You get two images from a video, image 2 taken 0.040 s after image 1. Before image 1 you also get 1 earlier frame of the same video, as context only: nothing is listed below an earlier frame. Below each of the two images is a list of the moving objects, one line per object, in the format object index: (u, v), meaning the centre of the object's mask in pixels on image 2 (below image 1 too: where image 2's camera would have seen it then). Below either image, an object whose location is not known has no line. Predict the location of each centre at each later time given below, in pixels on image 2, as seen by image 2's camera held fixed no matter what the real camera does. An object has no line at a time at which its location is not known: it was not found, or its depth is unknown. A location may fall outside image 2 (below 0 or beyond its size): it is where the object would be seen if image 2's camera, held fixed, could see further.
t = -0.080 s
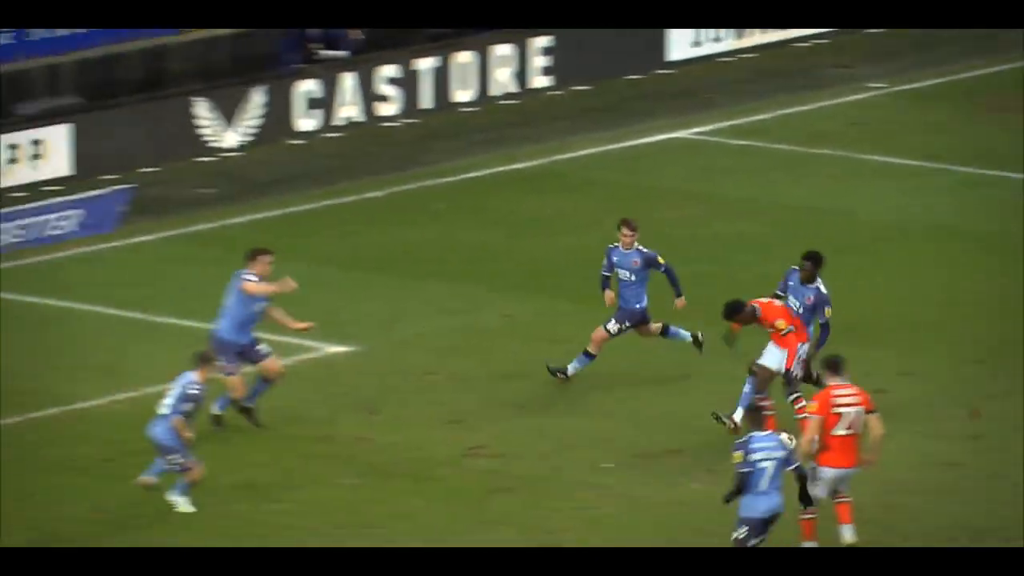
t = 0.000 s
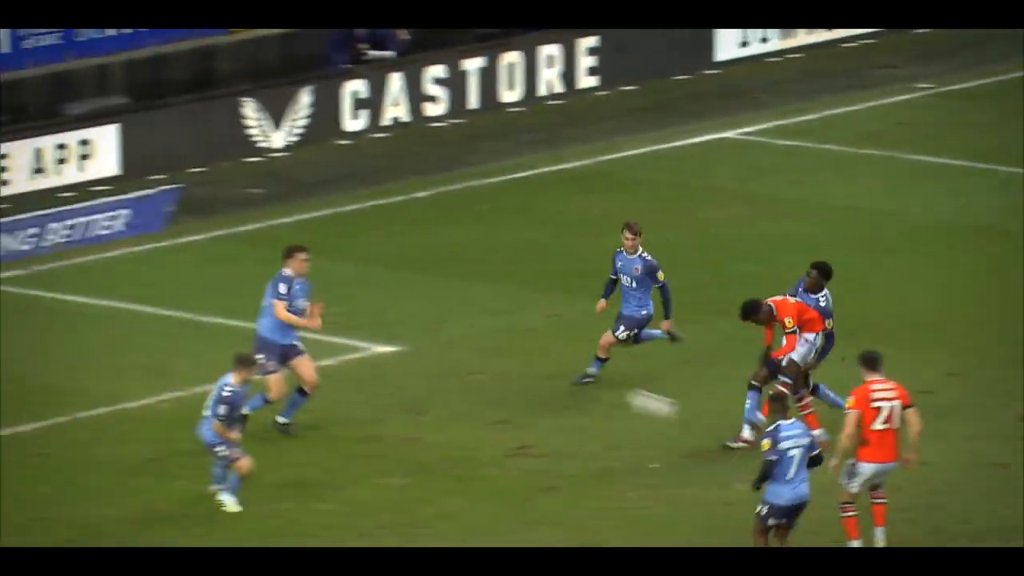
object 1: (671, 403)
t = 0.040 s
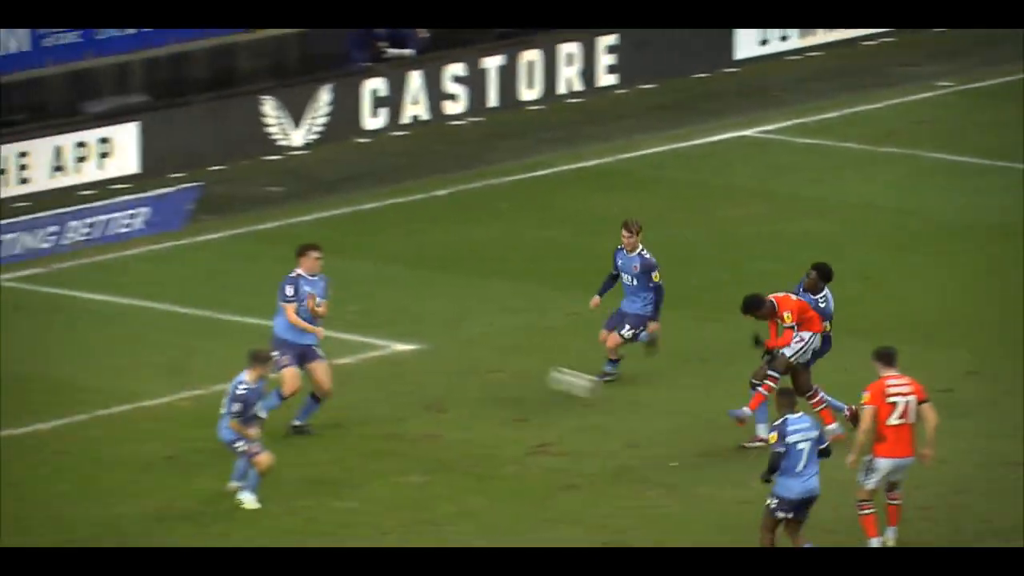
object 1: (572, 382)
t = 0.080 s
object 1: (477, 362)
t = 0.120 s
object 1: (381, 344)
